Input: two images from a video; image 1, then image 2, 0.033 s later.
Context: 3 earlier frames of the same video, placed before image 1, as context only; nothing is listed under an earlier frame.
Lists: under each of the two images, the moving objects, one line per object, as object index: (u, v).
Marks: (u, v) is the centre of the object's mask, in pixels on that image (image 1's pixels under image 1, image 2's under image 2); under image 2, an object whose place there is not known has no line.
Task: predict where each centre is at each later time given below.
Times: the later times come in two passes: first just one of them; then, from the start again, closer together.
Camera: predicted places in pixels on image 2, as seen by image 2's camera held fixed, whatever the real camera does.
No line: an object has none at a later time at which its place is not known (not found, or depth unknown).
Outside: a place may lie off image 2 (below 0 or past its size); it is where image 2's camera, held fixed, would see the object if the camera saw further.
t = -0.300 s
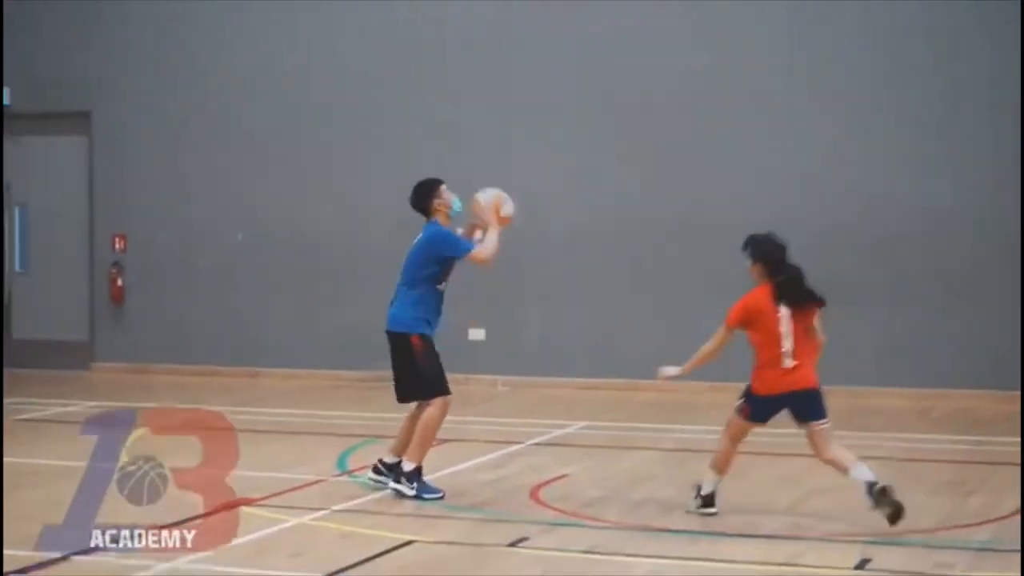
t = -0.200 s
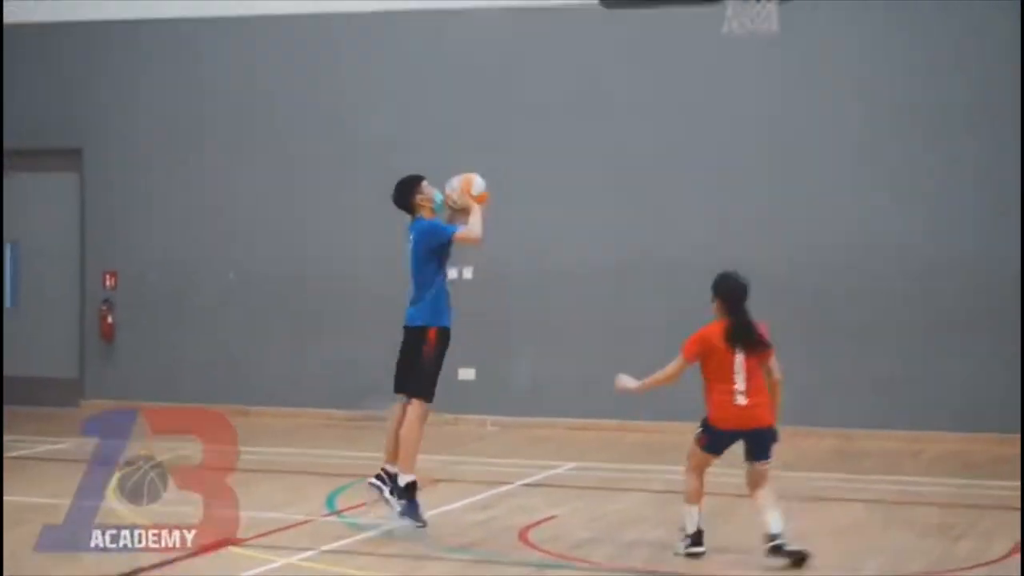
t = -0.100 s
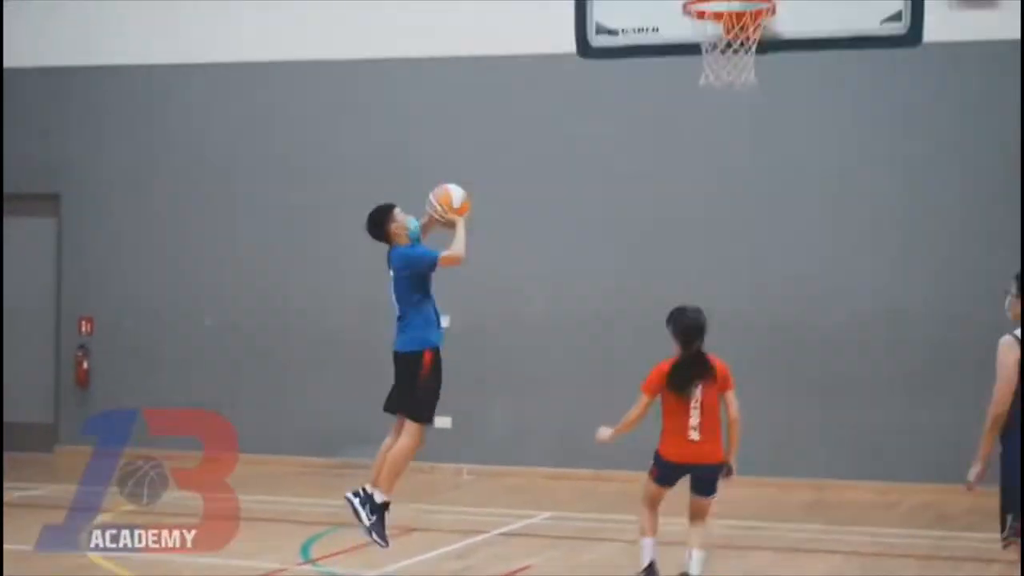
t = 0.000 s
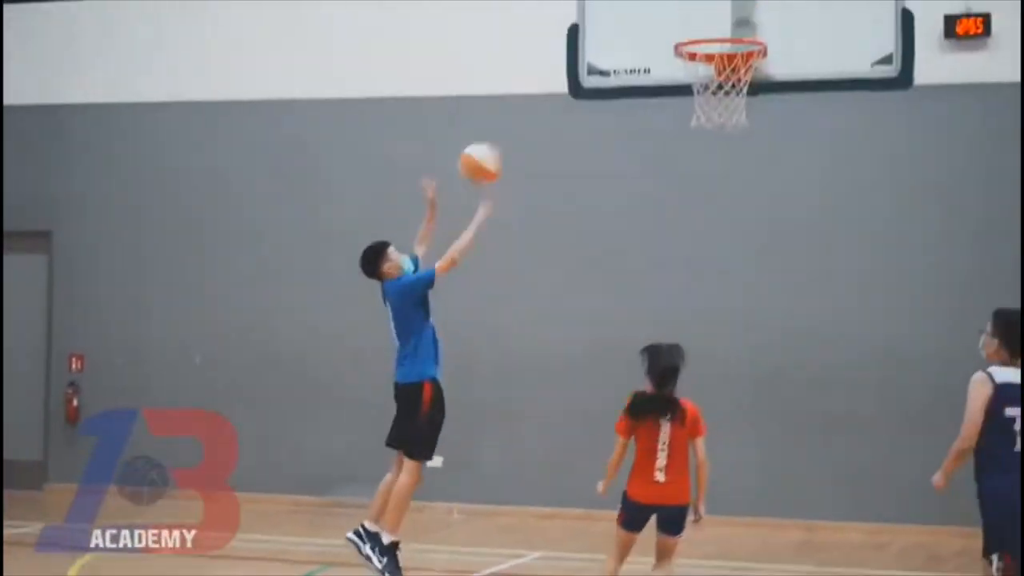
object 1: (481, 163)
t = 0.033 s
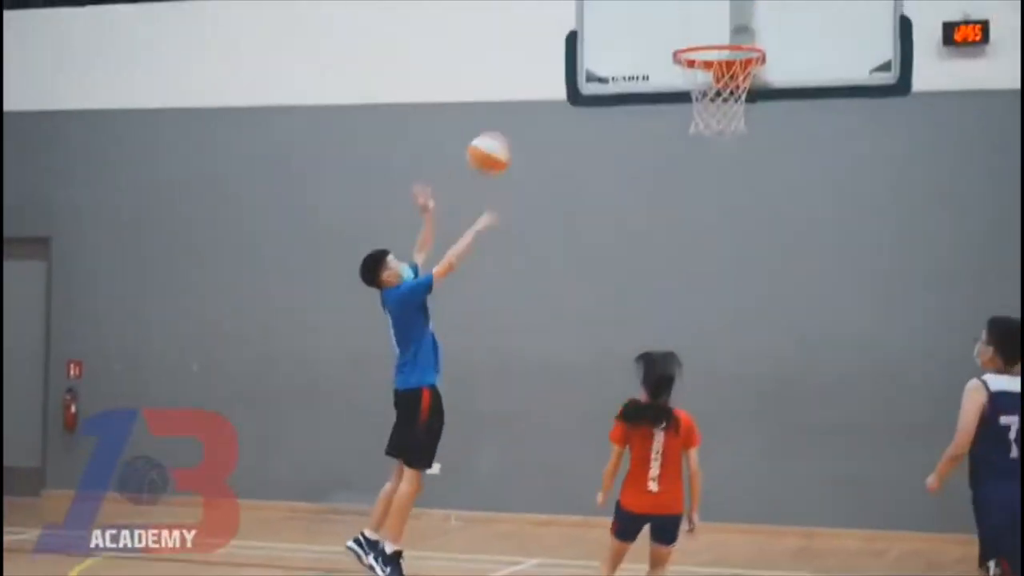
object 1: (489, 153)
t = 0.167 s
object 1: (560, 60)
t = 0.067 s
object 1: (509, 122)
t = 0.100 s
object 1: (530, 96)
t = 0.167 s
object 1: (560, 60)
